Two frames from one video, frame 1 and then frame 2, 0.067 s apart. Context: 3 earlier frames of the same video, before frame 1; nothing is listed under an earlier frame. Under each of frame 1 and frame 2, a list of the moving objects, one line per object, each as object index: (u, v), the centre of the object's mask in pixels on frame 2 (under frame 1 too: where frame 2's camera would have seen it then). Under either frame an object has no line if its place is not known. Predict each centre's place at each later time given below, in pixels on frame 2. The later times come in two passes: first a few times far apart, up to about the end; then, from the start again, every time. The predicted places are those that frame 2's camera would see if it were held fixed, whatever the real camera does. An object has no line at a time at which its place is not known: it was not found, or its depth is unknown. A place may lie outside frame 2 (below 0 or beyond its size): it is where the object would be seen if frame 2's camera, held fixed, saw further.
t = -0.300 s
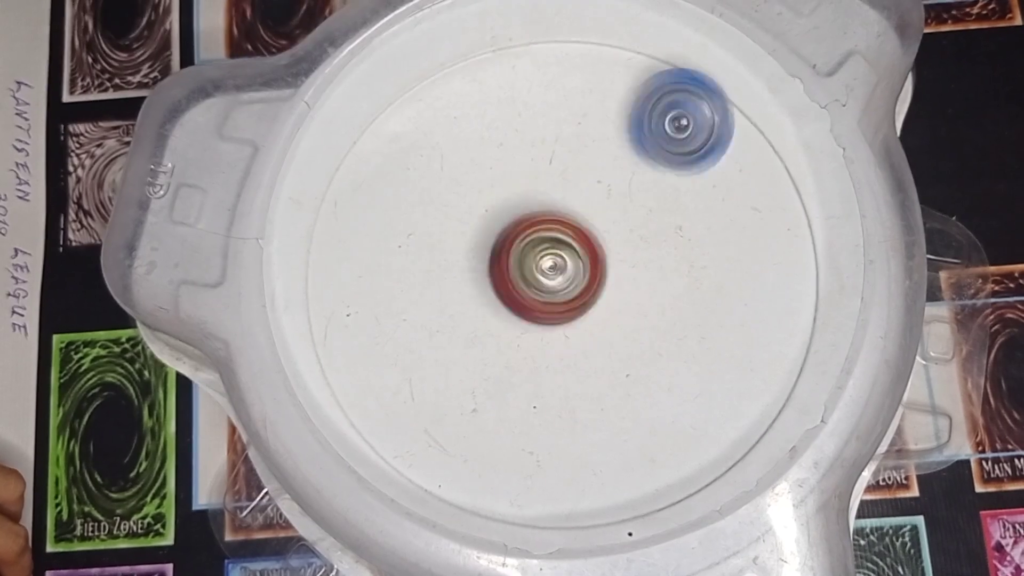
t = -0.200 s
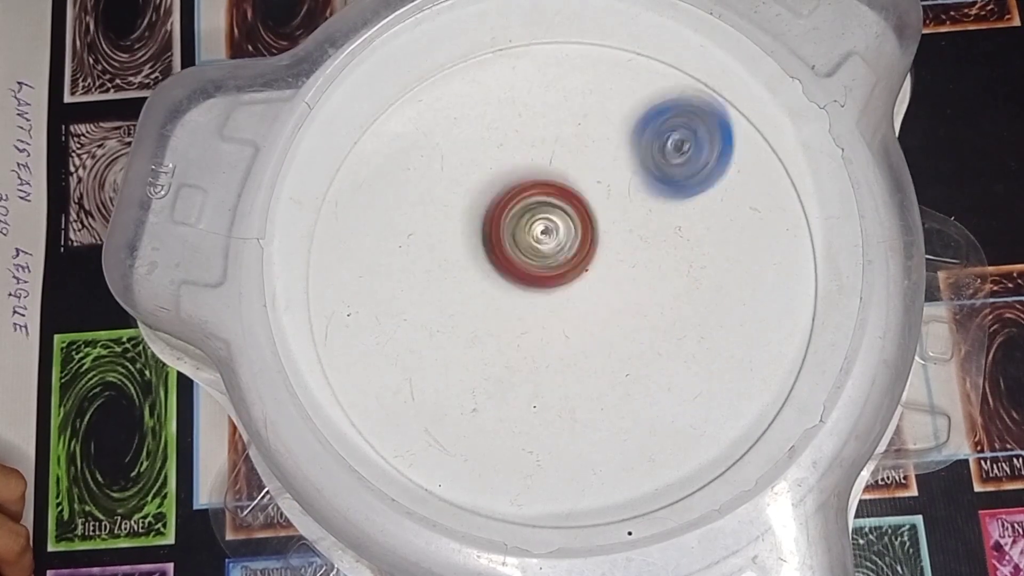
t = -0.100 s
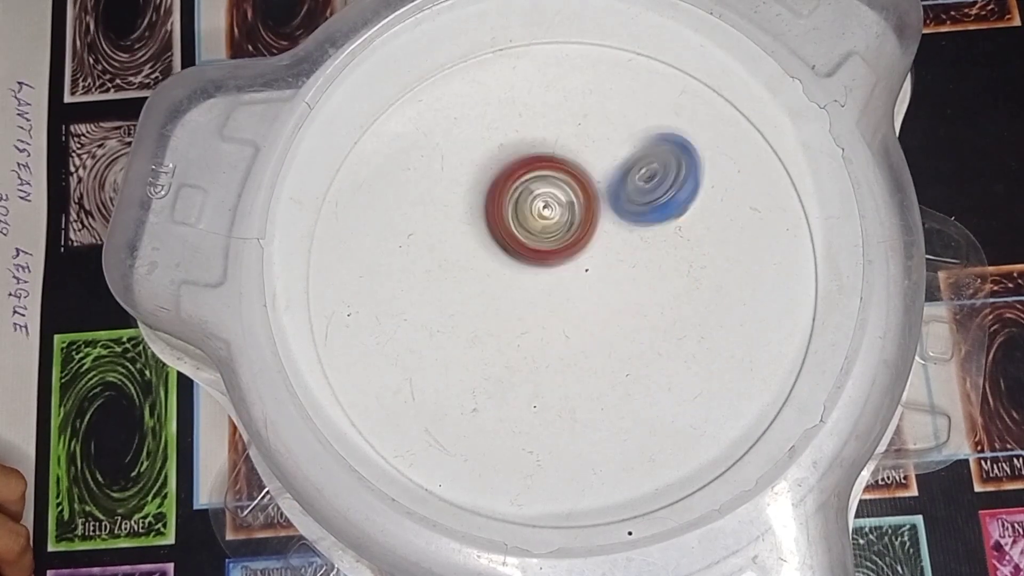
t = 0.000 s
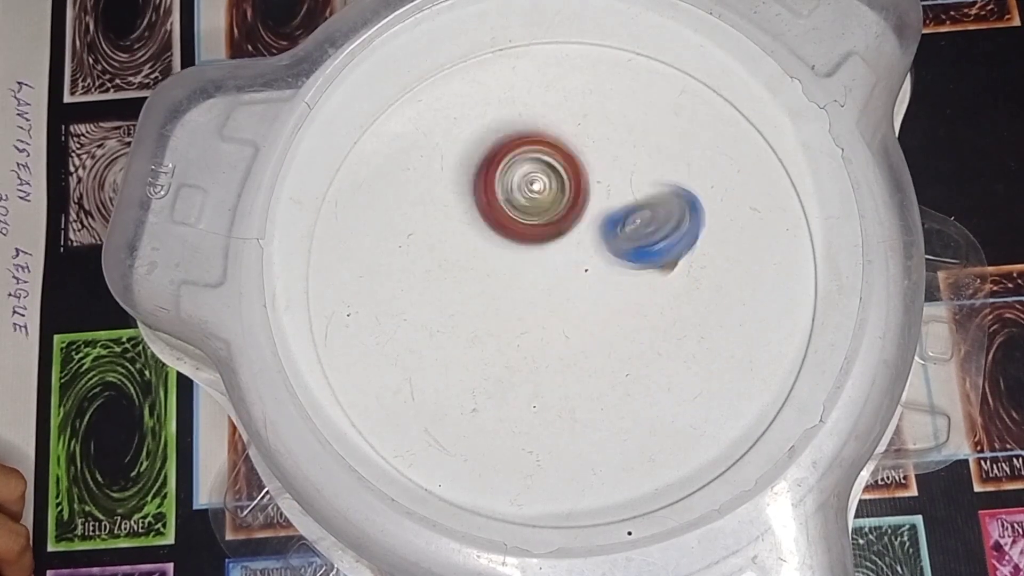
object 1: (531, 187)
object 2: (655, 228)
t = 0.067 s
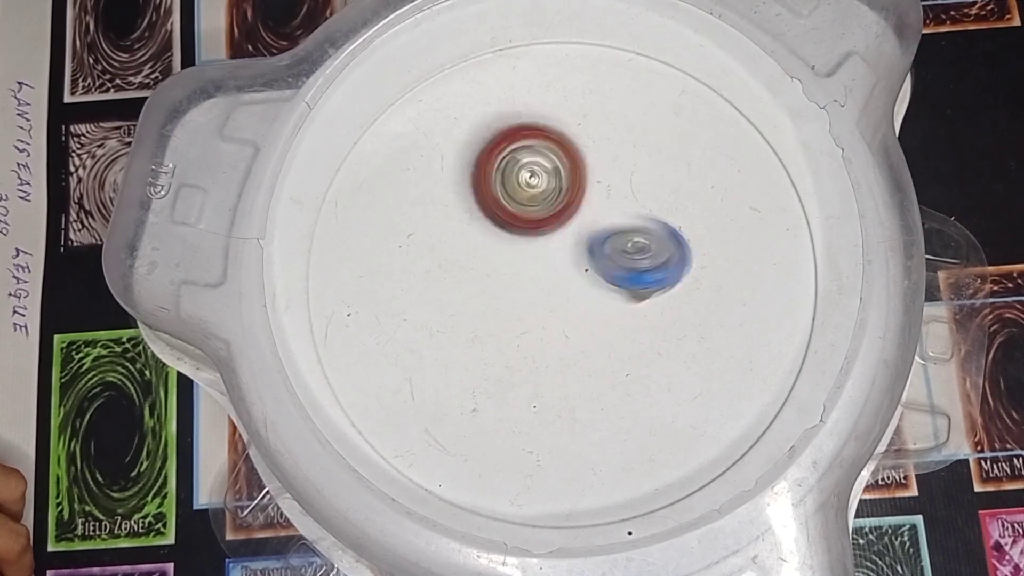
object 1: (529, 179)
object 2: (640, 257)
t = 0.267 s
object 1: (532, 158)
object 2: (601, 288)
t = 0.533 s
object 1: (560, 195)
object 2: (573, 283)
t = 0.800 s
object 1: (602, 230)
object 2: (541, 347)
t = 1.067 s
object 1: (608, 257)
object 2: (511, 333)
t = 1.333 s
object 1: (609, 249)
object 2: (502, 337)
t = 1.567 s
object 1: (605, 237)
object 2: (537, 331)
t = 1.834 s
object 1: (612, 224)
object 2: (551, 316)
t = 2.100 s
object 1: (613, 223)
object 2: (530, 272)
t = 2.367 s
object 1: (596, 215)
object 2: (508, 265)
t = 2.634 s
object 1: (589, 213)
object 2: (509, 265)
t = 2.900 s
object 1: (589, 230)
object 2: (500, 268)
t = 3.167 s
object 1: (583, 247)
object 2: (490, 269)
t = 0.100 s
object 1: (531, 178)
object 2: (631, 263)
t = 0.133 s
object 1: (533, 176)
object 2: (621, 265)
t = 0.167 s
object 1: (535, 178)
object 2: (611, 262)
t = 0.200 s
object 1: (534, 170)
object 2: (605, 268)
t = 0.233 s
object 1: (531, 163)
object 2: (602, 280)
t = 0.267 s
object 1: (532, 158)
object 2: (601, 288)
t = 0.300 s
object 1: (533, 158)
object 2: (597, 295)
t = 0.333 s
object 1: (536, 157)
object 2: (587, 299)
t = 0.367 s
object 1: (539, 162)
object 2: (578, 302)
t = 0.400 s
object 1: (543, 166)
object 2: (569, 299)
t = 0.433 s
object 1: (545, 173)
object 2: (566, 292)
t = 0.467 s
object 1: (550, 180)
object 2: (568, 288)
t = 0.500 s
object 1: (553, 187)
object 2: (571, 286)
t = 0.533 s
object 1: (560, 195)
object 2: (573, 283)
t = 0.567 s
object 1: (567, 200)
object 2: (570, 289)
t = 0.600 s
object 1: (575, 204)
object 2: (560, 301)
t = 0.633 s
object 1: (580, 208)
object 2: (549, 309)
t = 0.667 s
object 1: (588, 211)
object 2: (540, 320)
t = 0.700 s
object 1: (592, 216)
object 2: (536, 330)
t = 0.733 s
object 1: (596, 220)
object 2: (536, 340)
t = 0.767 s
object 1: (599, 225)
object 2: (539, 345)
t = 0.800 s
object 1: (602, 230)
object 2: (541, 347)
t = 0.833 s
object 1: (601, 237)
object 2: (539, 344)
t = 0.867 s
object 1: (604, 243)
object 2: (537, 338)
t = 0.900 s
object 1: (601, 250)
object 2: (535, 335)
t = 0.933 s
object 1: (609, 252)
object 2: (526, 342)
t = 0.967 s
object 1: (610, 254)
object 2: (519, 341)
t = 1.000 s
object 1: (613, 255)
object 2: (515, 337)
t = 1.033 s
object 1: (612, 258)
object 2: (512, 334)
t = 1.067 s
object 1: (608, 257)
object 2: (511, 333)
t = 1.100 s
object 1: (605, 256)
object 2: (512, 334)
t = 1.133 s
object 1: (604, 260)
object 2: (514, 335)
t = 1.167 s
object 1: (603, 263)
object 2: (518, 336)
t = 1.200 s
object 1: (600, 261)
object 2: (516, 338)
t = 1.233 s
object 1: (606, 260)
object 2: (508, 339)
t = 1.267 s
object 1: (604, 257)
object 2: (503, 338)
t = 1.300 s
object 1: (605, 251)
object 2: (502, 337)
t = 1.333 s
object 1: (609, 249)
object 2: (502, 337)
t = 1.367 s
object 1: (608, 248)
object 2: (505, 338)
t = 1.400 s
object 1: (607, 246)
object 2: (510, 338)
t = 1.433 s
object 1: (604, 244)
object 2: (516, 337)
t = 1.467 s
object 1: (605, 238)
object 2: (520, 336)
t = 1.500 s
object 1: (607, 237)
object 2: (524, 335)
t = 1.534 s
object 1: (606, 237)
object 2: (530, 334)
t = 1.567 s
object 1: (605, 237)
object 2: (537, 331)
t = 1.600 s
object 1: (603, 234)
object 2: (540, 331)
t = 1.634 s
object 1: (610, 229)
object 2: (541, 330)
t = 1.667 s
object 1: (612, 231)
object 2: (543, 329)
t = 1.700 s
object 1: (611, 229)
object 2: (544, 328)
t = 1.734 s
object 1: (611, 229)
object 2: (545, 326)
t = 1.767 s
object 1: (606, 227)
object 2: (546, 324)
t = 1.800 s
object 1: (608, 223)
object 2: (548, 321)
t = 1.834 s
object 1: (612, 224)
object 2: (551, 316)
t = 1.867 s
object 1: (613, 225)
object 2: (553, 308)
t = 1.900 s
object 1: (617, 228)
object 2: (552, 301)
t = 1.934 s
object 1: (615, 229)
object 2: (549, 295)
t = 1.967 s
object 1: (615, 226)
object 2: (546, 287)
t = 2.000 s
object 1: (616, 225)
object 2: (542, 281)
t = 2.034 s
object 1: (614, 224)
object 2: (537, 277)
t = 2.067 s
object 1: (614, 223)
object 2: (534, 274)
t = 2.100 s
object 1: (613, 223)
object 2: (530, 272)
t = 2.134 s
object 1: (610, 223)
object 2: (525, 270)
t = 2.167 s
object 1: (607, 223)
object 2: (520, 268)
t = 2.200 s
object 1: (609, 223)
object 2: (514, 267)
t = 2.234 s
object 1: (609, 224)
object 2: (510, 266)
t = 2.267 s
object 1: (605, 225)
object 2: (508, 264)
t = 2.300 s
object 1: (596, 221)
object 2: (507, 264)
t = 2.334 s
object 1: (594, 214)
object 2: (508, 264)
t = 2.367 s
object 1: (596, 215)
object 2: (508, 265)
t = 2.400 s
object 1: (595, 218)
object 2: (509, 265)
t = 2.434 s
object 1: (592, 218)
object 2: (510, 266)
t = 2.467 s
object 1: (592, 218)
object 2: (510, 266)
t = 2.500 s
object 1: (591, 219)
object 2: (510, 266)
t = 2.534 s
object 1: (589, 217)
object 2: (510, 265)
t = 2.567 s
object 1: (589, 215)
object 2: (509, 265)
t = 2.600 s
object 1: (590, 216)
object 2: (509, 265)
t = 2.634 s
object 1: (589, 213)
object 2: (509, 265)
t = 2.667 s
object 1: (592, 212)
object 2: (509, 265)
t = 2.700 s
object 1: (591, 216)
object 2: (509, 265)
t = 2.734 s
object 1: (589, 217)
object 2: (509, 265)
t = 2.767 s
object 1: (591, 219)
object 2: (509, 265)
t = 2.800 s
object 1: (588, 224)
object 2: (508, 265)
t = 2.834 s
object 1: (586, 225)
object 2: (504, 266)
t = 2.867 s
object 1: (587, 226)
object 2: (500, 269)
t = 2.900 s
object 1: (589, 230)
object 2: (500, 268)
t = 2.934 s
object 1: (587, 230)
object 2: (499, 268)
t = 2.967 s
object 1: (590, 230)
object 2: (499, 268)
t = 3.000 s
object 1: (592, 234)
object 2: (499, 268)
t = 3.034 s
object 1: (588, 239)
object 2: (499, 268)
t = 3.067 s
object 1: (586, 239)
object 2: (499, 268)
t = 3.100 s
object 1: (584, 242)
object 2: (498, 268)
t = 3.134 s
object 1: (582, 247)
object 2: (497, 268)
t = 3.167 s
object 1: (583, 247)
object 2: (490, 269)
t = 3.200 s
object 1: (587, 248)
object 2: (487, 268)
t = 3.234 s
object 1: (590, 252)
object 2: (486, 266)
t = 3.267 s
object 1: (589, 256)
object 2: (486, 265)
